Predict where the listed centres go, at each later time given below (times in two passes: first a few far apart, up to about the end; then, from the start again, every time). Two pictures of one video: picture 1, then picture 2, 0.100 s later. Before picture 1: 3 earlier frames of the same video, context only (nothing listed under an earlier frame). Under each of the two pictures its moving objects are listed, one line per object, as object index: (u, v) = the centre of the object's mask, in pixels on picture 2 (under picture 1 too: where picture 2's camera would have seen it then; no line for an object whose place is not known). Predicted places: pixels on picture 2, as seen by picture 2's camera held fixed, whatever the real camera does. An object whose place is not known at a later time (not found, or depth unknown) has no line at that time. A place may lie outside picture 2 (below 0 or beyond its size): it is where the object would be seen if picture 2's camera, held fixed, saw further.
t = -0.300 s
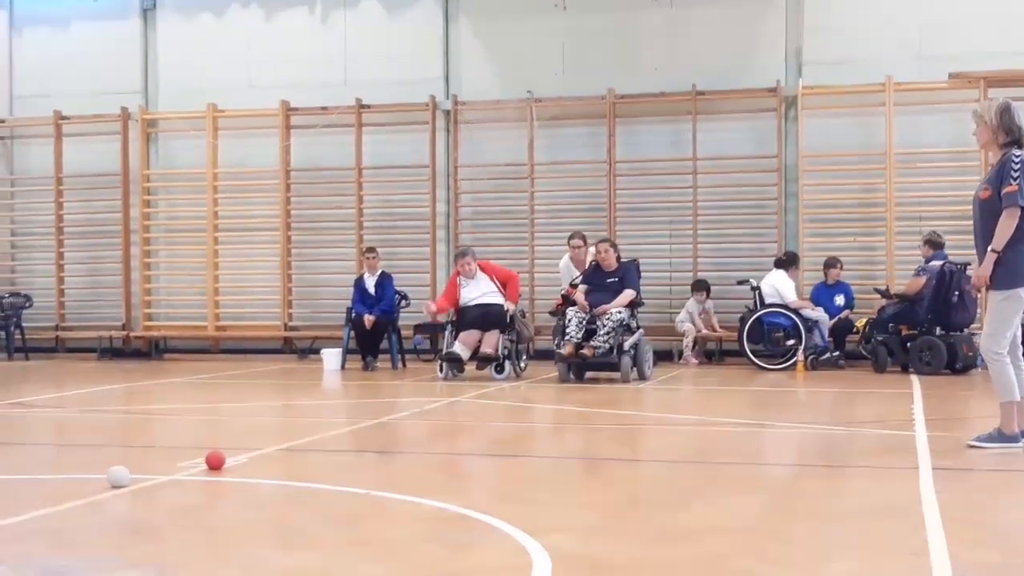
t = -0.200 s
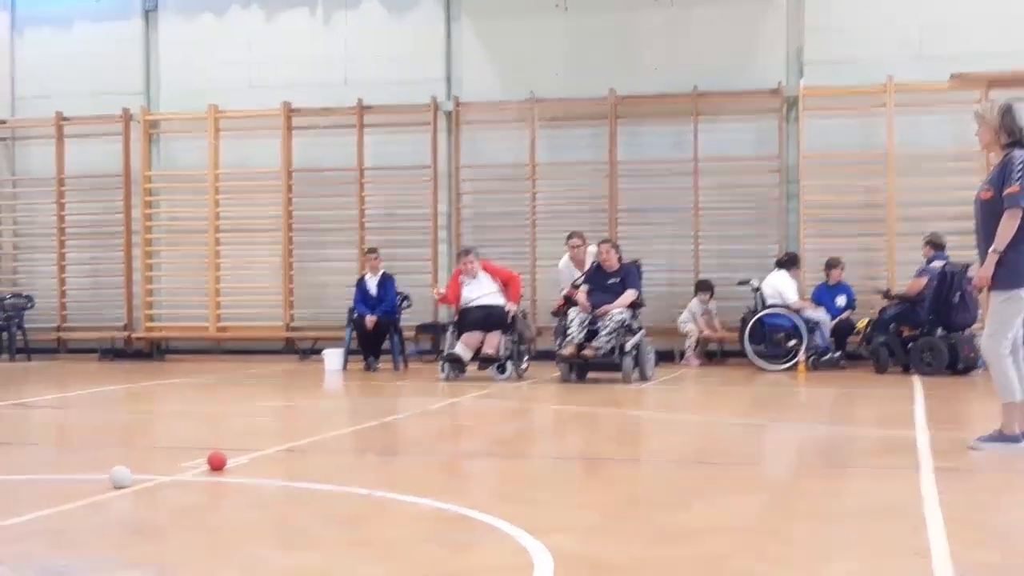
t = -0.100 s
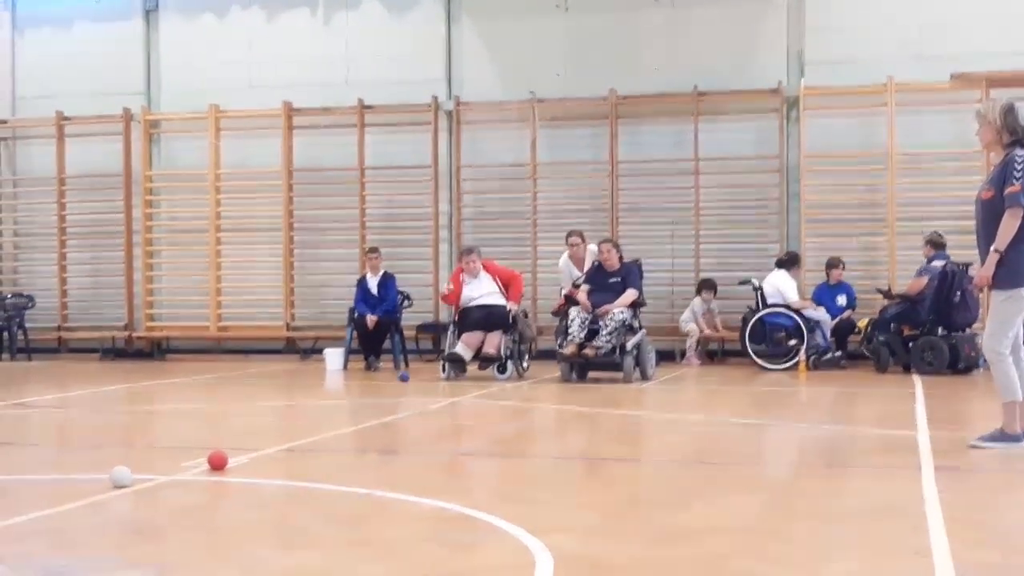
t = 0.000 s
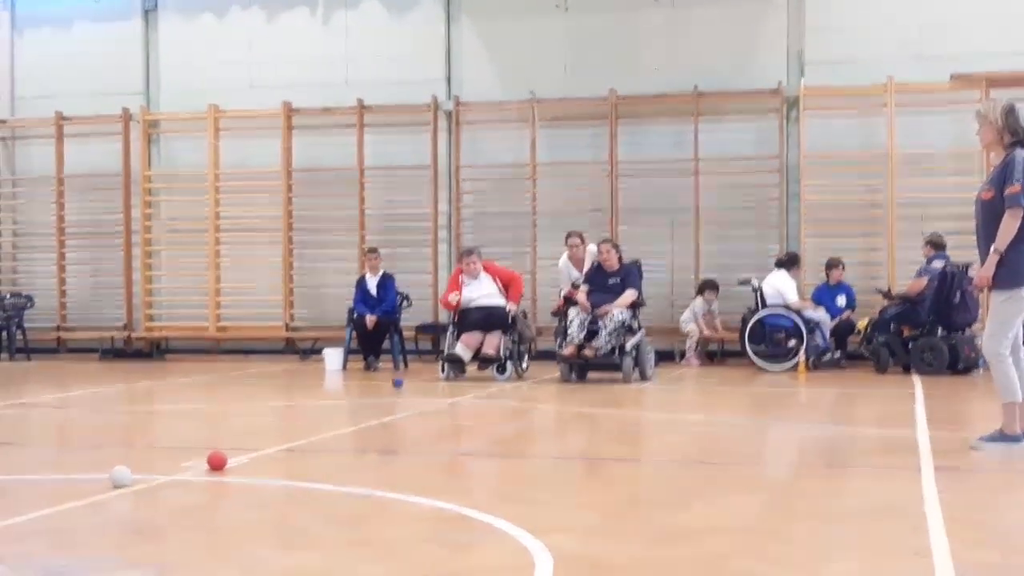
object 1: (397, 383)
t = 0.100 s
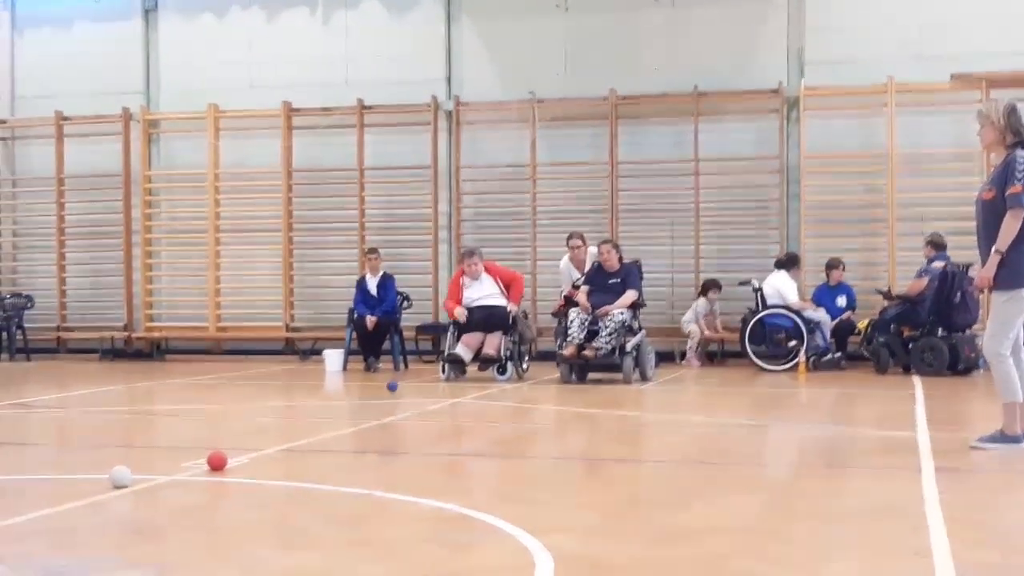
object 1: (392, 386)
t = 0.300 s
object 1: (380, 394)
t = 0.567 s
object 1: (364, 402)
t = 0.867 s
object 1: (345, 410)
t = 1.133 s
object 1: (327, 417)
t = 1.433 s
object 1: (307, 425)
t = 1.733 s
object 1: (286, 433)
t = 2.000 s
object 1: (267, 439)
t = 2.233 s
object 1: (252, 445)
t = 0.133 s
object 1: (390, 391)
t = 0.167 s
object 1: (388, 392)
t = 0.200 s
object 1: (386, 391)
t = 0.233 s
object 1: (384, 393)
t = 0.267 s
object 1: (382, 394)
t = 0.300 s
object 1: (380, 394)
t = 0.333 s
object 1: (378, 396)
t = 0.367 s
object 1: (376, 397)
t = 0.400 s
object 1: (374, 398)
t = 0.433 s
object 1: (372, 398)
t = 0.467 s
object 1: (370, 400)
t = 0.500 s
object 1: (368, 400)
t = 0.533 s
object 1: (367, 402)
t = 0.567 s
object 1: (364, 402)
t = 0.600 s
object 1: (362, 403)
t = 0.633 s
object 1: (360, 404)
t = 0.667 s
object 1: (358, 405)
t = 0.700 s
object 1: (356, 406)
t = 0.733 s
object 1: (354, 407)
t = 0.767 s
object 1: (352, 407)
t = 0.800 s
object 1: (349, 408)
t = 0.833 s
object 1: (347, 410)
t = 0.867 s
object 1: (345, 410)
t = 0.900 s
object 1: (343, 411)
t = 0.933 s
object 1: (341, 412)
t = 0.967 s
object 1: (339, 413)
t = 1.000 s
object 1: (336, 414)
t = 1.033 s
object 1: (334, 415)
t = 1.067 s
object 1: (332, 416)
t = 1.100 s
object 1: (330, 416)
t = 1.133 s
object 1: (327, 417)
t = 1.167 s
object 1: (325, 418)
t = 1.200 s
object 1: (323, 419)
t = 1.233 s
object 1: (320, 420)
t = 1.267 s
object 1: (318, 421)
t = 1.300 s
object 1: (316, 421)
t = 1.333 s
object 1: (314, 422)
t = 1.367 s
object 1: (311, 423)
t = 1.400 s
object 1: (309, 424)
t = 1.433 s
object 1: (307, 425)
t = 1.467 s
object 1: (304, 426)
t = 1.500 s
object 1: (302, 426)
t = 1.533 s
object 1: (300, 427)
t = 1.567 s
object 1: (298, 428)
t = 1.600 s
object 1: (295, 429)
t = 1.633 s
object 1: (293, 430)
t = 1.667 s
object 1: (291, 431)
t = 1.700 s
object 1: (288, 432)
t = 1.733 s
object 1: (286, 433)
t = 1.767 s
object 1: (284, 433)
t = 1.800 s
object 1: (281, 434)
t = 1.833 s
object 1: (279, 435)
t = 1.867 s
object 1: (277, 436)
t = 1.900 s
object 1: (274, 437)
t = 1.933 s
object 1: (272, 438)
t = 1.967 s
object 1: (270, 439)
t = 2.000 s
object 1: (267, 439)
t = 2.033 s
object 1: (265, 441)
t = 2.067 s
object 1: (263, 441)
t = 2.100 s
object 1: (261, 442)
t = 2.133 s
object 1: (259, 443)
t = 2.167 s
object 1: (257, 443)
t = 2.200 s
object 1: (254, 444)
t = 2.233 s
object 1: (252, 445)
